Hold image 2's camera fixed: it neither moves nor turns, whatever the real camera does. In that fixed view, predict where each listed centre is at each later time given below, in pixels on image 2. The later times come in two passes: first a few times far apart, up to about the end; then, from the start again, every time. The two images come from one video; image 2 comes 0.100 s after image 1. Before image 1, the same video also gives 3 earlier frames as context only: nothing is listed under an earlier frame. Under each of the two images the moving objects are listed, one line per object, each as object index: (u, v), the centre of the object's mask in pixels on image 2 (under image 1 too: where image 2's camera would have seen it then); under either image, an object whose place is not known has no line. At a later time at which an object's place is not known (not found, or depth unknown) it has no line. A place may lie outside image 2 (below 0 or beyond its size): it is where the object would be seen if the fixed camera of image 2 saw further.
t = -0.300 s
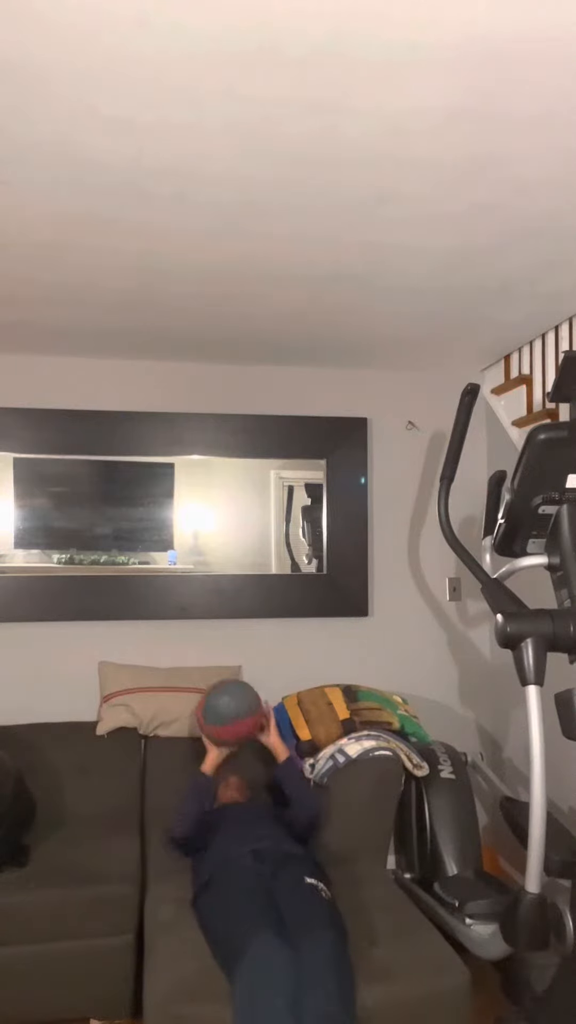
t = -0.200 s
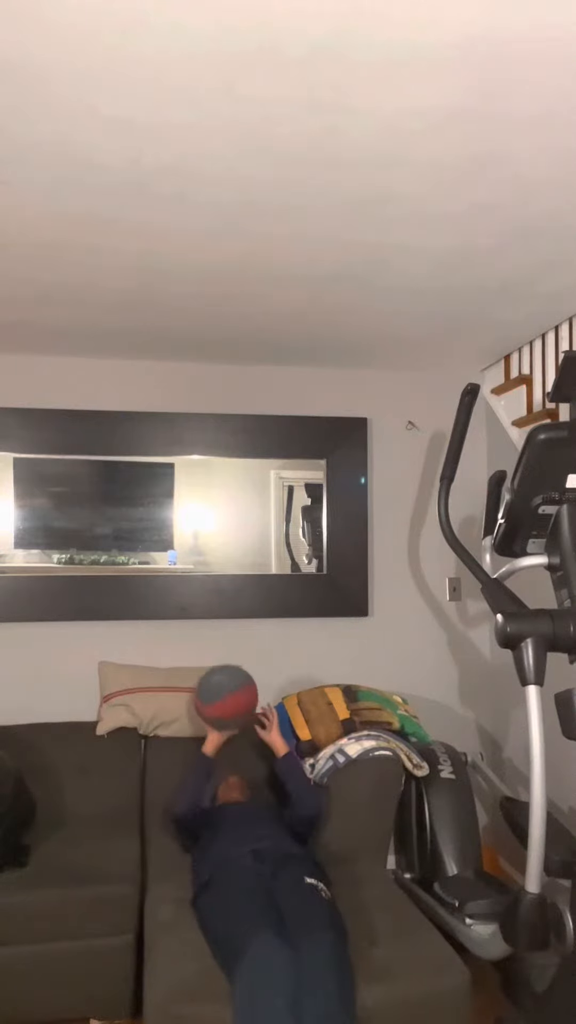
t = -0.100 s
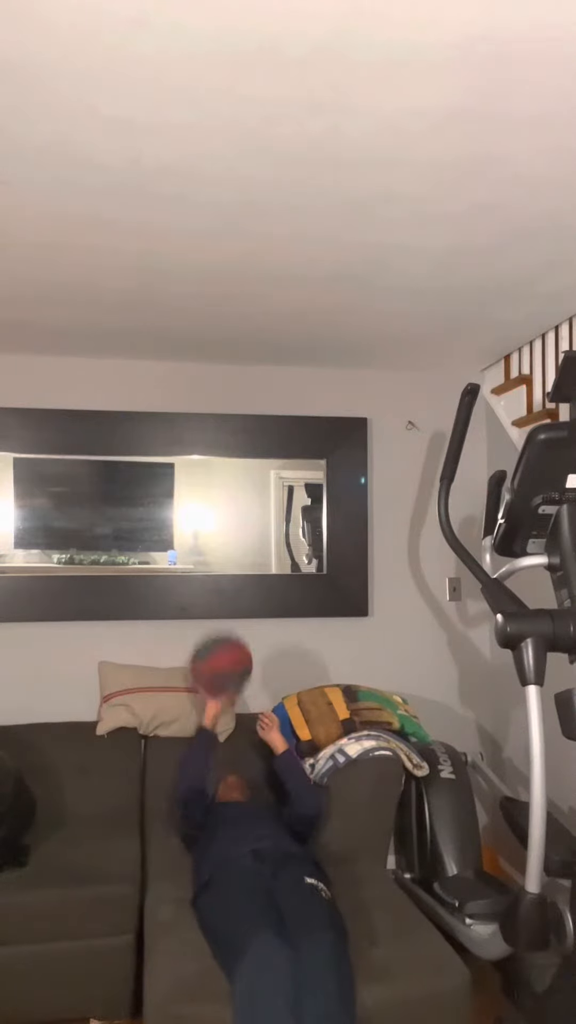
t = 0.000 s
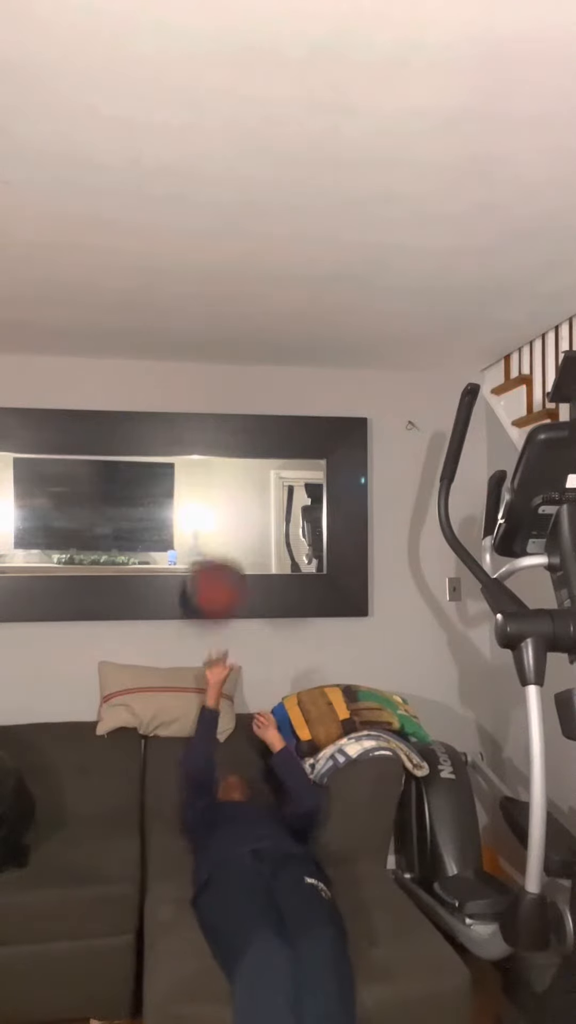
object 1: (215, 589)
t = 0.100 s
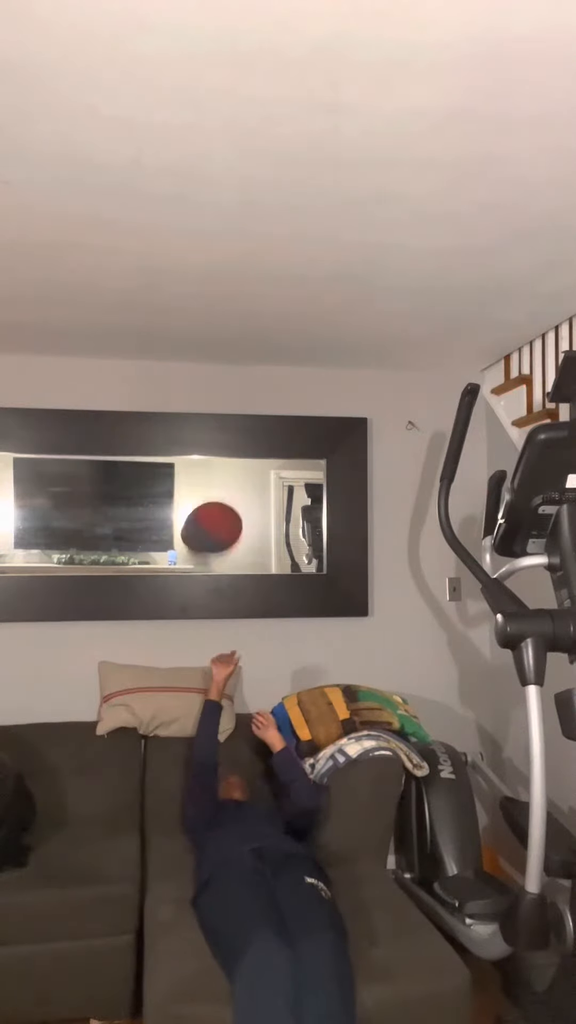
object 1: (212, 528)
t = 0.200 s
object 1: (206, 495)
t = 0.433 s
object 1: (196, 508)
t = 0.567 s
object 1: (190, 575)
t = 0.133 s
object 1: (210, 514)
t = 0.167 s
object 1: (208, 503)
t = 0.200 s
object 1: (206, 495)
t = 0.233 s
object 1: (204, 489)
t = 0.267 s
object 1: (203, 486)
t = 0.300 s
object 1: (201, 486)
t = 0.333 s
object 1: (200, 488)
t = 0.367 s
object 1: (199, 492)
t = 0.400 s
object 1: (197, 498)
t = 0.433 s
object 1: (196, 508)
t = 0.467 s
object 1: (194, 520)
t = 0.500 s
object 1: (193, 535)
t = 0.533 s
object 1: (192, 553)
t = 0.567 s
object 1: (190, 575)
